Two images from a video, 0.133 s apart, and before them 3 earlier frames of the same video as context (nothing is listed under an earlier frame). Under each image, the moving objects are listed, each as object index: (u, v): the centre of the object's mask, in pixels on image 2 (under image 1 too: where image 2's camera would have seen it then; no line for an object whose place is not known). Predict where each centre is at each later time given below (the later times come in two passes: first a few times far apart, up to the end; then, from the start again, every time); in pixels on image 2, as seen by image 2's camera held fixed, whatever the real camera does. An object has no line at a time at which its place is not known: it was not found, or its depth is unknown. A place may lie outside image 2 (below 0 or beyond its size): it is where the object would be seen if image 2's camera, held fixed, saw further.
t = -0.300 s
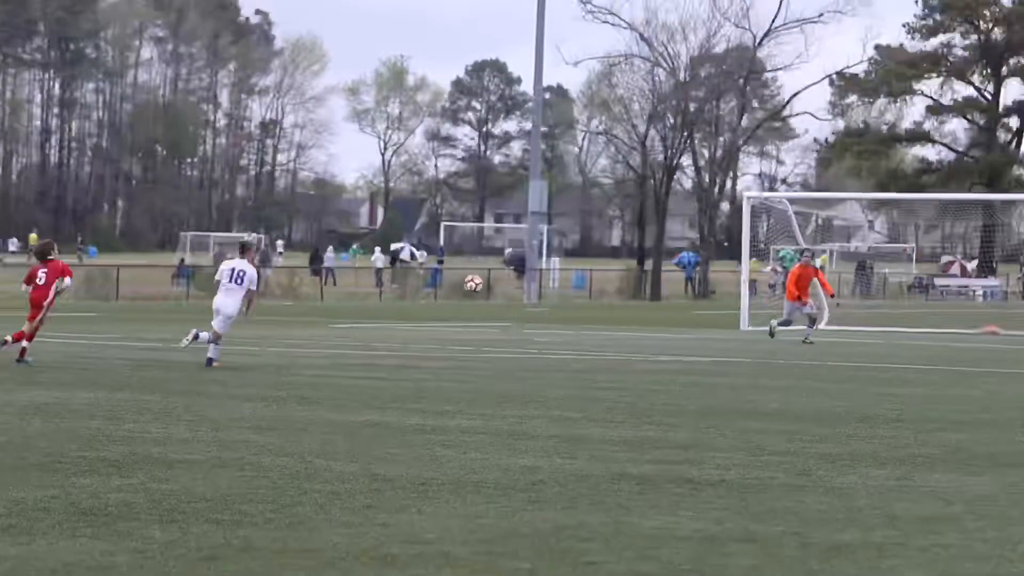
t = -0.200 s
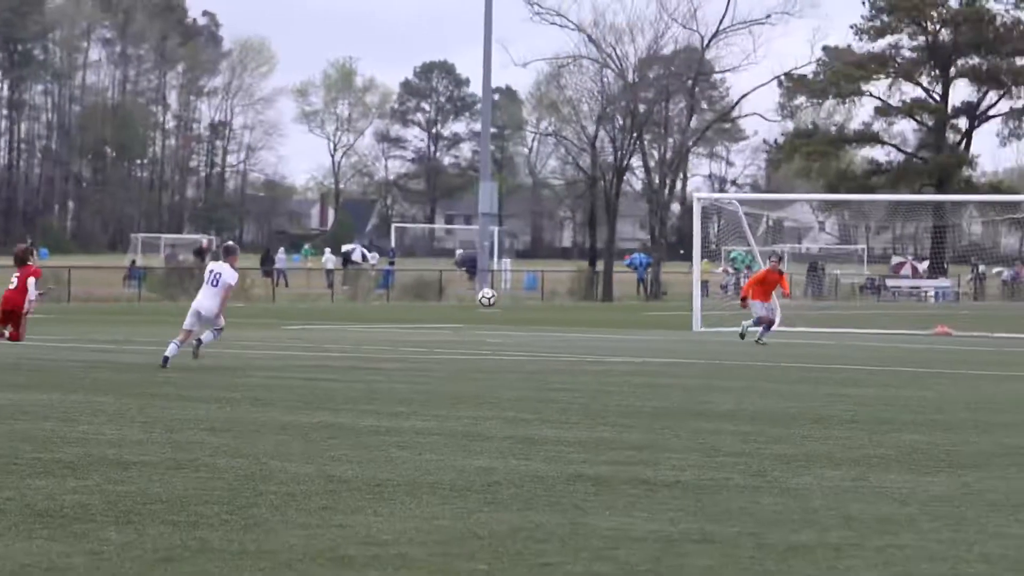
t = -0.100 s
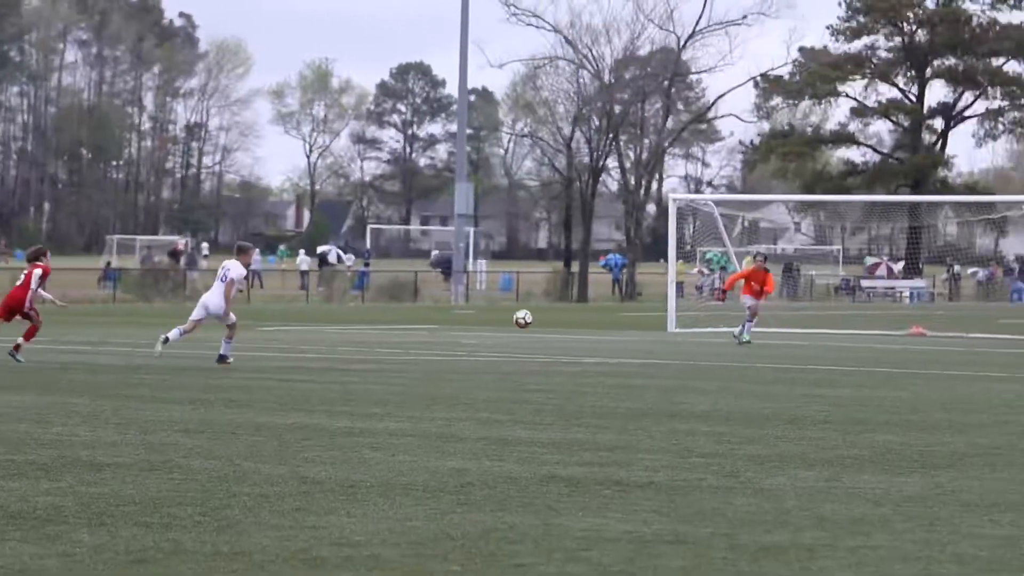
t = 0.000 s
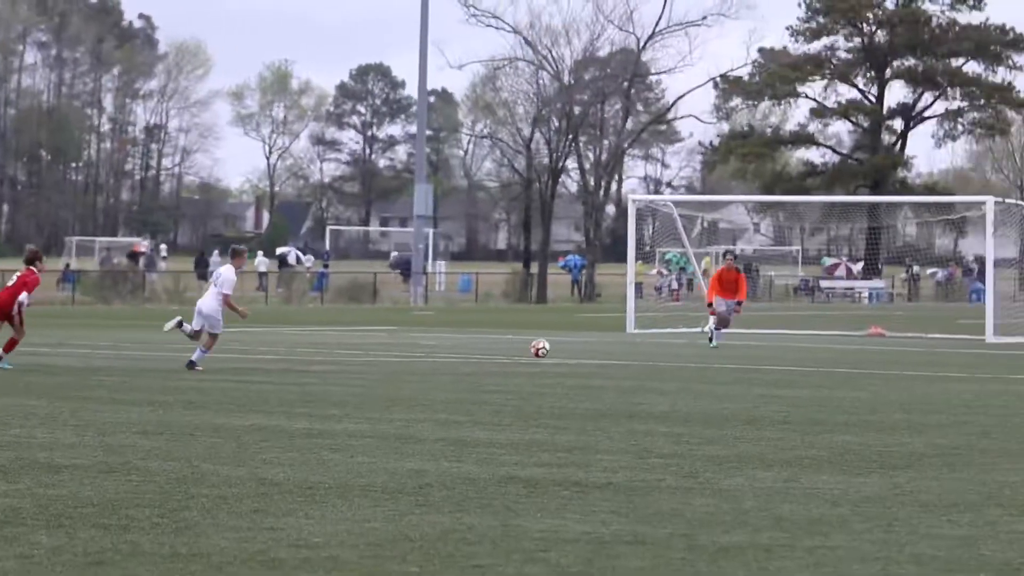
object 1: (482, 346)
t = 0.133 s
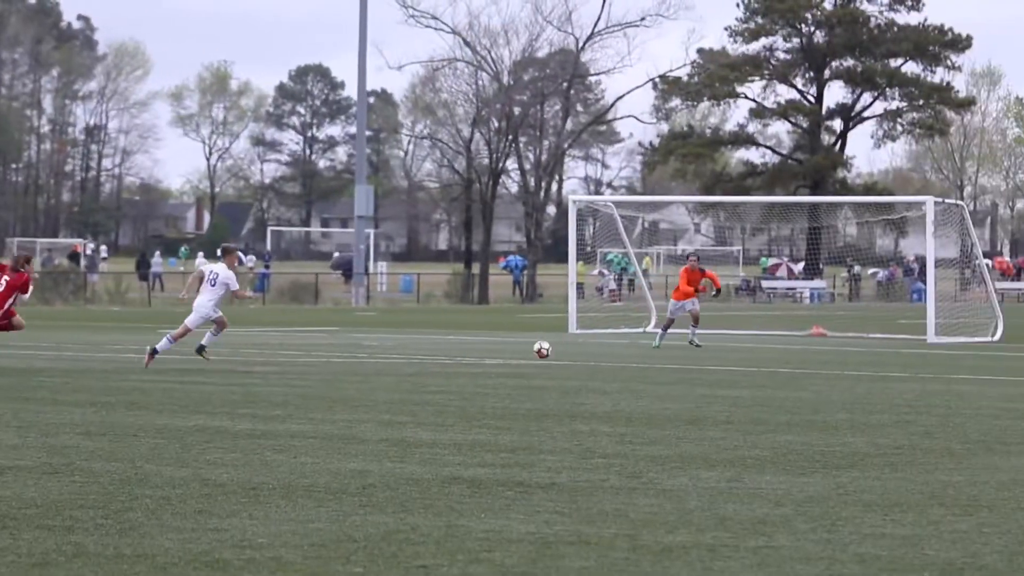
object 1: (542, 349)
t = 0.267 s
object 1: (588, 324)
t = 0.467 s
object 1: (654, 313)
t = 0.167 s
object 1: (554, 342)
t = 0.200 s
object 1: (564, 335)
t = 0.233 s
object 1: (577, 329)
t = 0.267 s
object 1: (588, 324)
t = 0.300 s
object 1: (599, 320)
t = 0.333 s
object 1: (610, 317)
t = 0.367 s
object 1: (621, 314)
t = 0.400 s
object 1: (632, 313)
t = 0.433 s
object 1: (643, 313)
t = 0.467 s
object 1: (654, 313)
